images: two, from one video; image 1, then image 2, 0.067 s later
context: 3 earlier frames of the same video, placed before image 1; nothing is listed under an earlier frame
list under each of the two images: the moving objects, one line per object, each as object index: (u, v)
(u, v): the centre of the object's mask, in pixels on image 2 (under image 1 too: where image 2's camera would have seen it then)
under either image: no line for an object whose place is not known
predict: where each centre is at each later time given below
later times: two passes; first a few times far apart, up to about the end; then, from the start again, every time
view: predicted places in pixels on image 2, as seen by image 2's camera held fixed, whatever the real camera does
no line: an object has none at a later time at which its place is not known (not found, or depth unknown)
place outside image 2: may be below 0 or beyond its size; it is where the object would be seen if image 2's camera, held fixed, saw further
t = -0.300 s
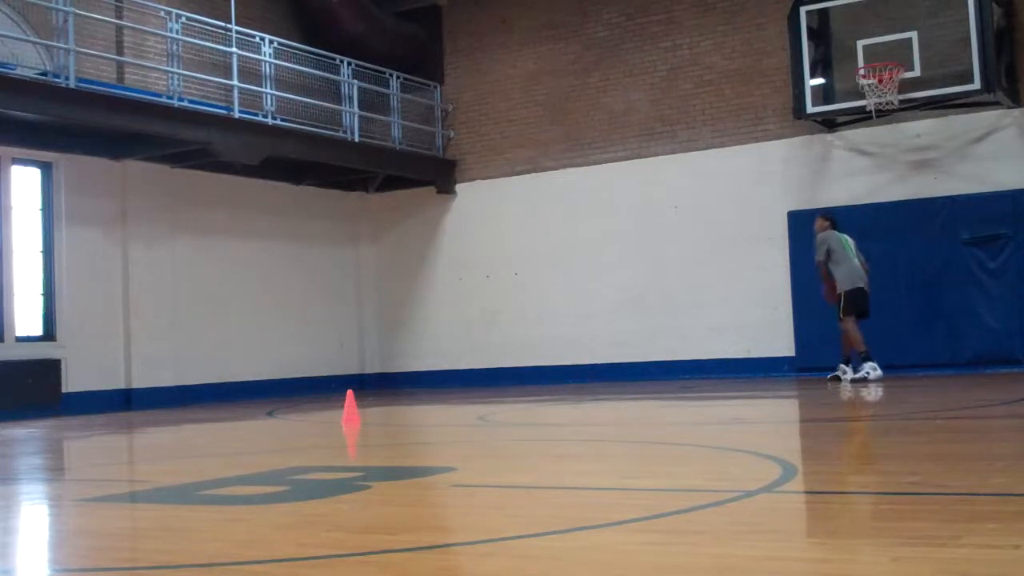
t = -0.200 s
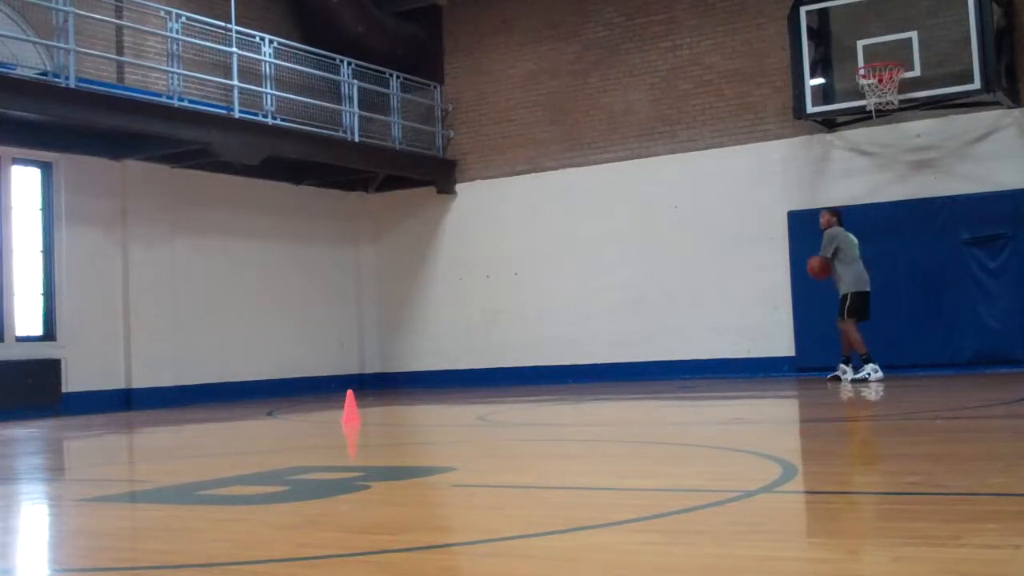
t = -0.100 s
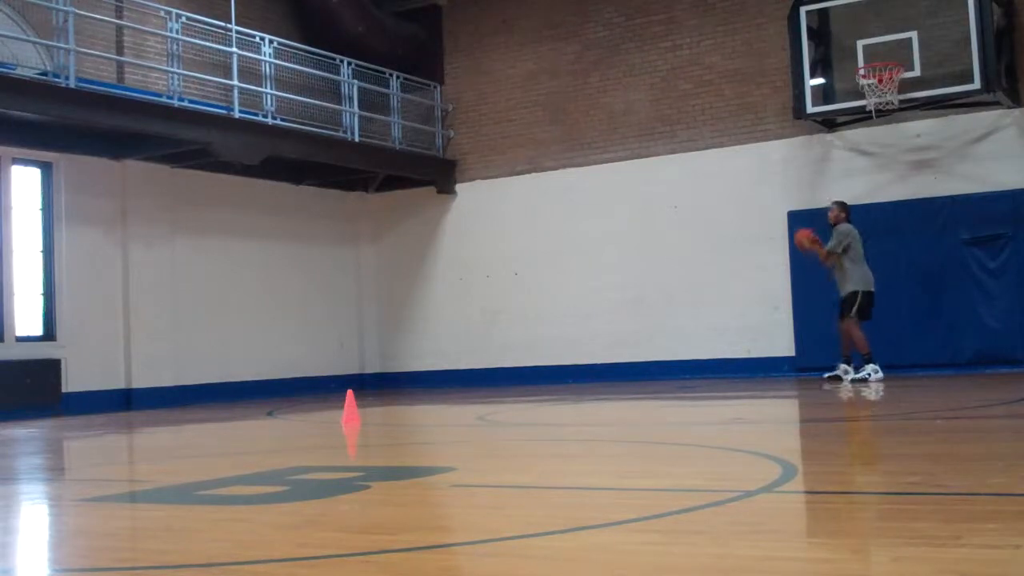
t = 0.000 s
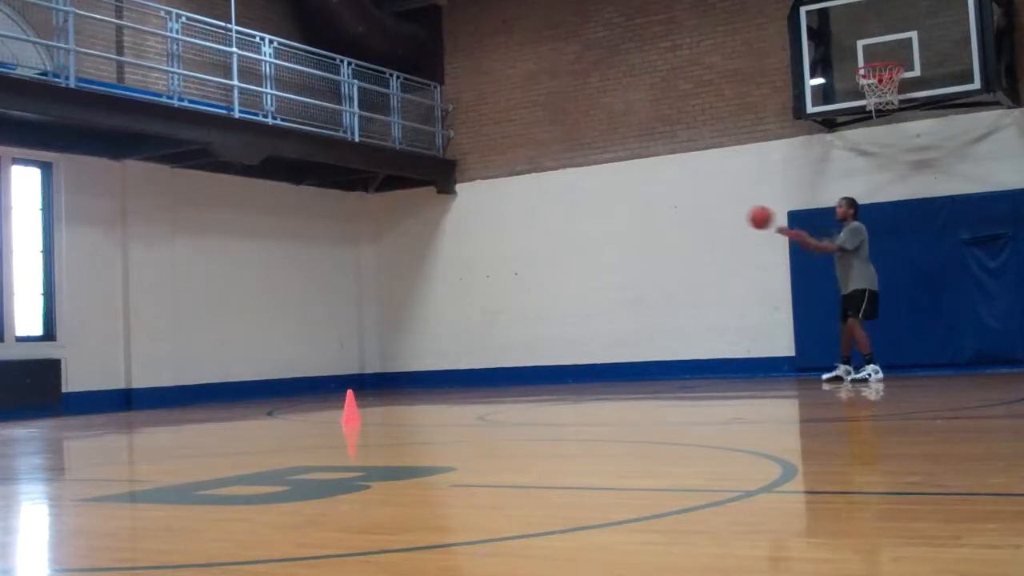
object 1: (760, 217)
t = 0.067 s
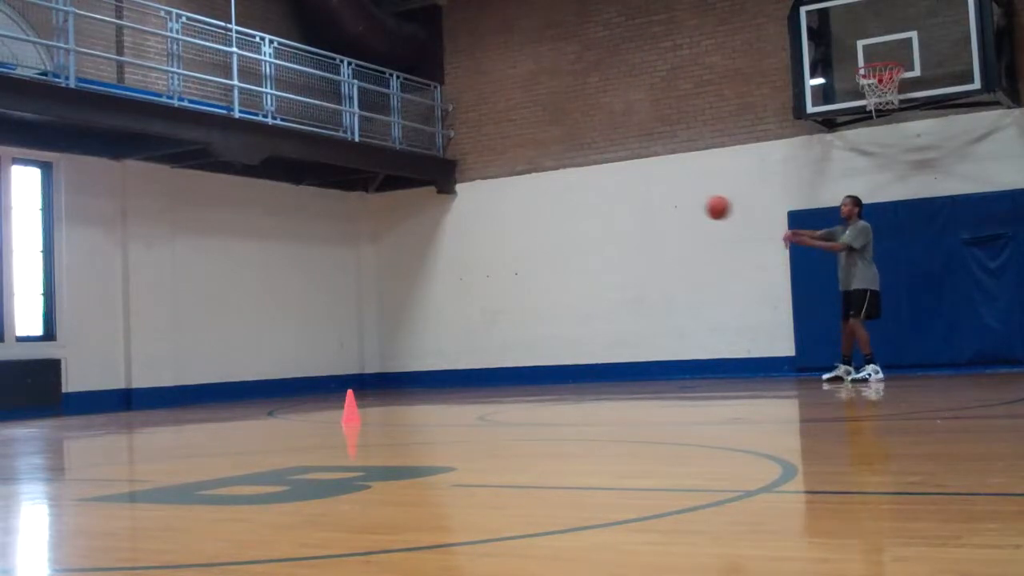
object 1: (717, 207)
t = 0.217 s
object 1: (614, 201)
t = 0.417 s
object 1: (462, 228)
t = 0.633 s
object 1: (262, 322)
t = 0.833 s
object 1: (84, 385)
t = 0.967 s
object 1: (10, 323)
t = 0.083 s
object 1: (706, 205)
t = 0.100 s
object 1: (695, 204)
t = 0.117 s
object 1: (683, 203)
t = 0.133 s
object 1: (673, 201)
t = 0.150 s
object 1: (661, 201)
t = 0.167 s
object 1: (649, 200)
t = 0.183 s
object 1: (638, 200)
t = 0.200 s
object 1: (626, 200)
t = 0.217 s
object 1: (614, 201)
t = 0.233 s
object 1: (602, 201)
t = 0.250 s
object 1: (590, 202)
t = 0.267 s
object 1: (578, 203)
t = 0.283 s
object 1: (566, 205)
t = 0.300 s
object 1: (553, 207)
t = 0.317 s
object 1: (541, 208)
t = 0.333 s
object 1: (528, 211)
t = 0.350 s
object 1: (515, 214)
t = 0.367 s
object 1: (502, 217)
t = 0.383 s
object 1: (488, 220)
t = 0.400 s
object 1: (475, 224)
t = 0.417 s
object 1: (462, 228)
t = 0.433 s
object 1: (447, 233)
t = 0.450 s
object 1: (433, 238)
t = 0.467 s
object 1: (419, 243)
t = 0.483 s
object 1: (405, 249)
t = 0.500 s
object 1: (390, 255)
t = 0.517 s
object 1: (375, 260)
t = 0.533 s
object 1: (359, 269)
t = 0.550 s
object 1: (344, 276)
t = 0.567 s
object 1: (328, 284)
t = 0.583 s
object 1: (312, 293)
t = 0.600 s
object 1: (296, 301)
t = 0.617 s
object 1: (279, 311)
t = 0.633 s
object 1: (262, 322)
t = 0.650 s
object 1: (245, 333)
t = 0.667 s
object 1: (228, 344)
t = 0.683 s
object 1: (210, 356)
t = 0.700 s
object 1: (192, 367)
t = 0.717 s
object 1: (173, 382)
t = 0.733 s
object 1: (156, 394)
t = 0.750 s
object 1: (136, 408)
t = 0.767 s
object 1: (120, 419)
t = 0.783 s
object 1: (109, 410)
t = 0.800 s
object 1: (101, 403)
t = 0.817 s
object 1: (93, 394)
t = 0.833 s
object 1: (84, 385)
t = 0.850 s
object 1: (72, 375)
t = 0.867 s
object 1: (63, 367)
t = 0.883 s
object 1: (55, 359)
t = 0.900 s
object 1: (47, 351)
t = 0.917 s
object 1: (37, 344)
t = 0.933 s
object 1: (26, 337)
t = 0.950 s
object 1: (16, 330)
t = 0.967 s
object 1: (10, 323)
